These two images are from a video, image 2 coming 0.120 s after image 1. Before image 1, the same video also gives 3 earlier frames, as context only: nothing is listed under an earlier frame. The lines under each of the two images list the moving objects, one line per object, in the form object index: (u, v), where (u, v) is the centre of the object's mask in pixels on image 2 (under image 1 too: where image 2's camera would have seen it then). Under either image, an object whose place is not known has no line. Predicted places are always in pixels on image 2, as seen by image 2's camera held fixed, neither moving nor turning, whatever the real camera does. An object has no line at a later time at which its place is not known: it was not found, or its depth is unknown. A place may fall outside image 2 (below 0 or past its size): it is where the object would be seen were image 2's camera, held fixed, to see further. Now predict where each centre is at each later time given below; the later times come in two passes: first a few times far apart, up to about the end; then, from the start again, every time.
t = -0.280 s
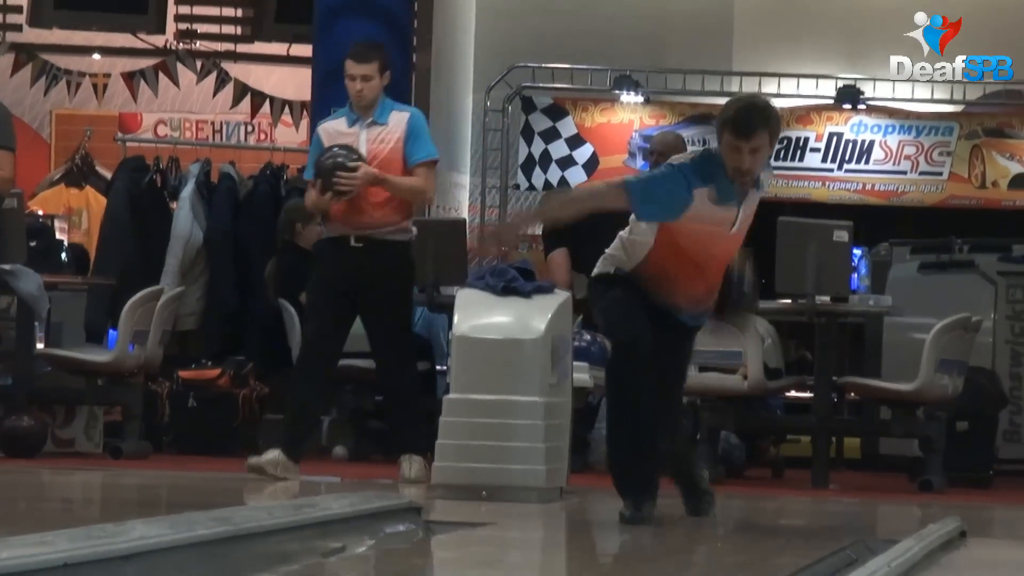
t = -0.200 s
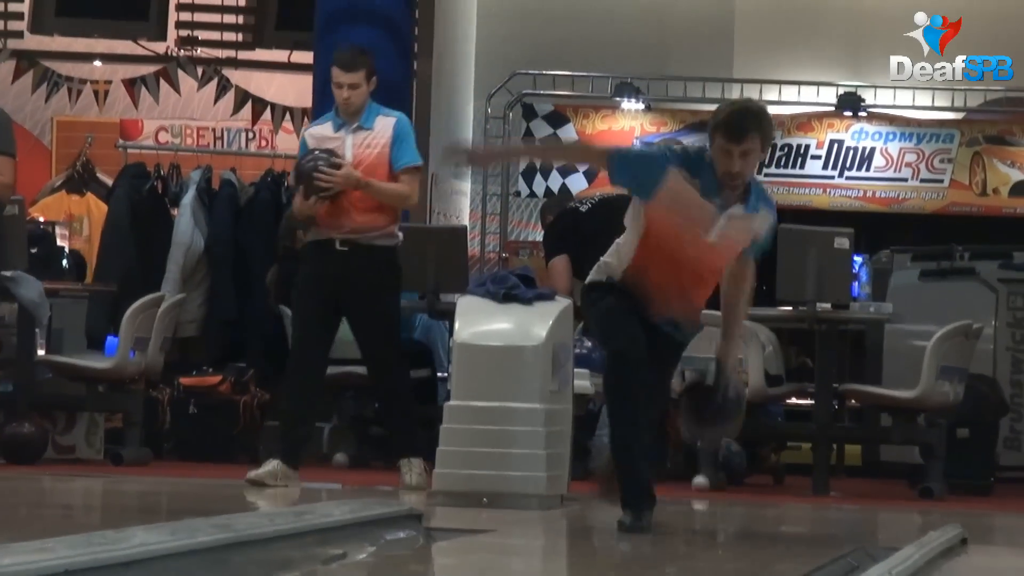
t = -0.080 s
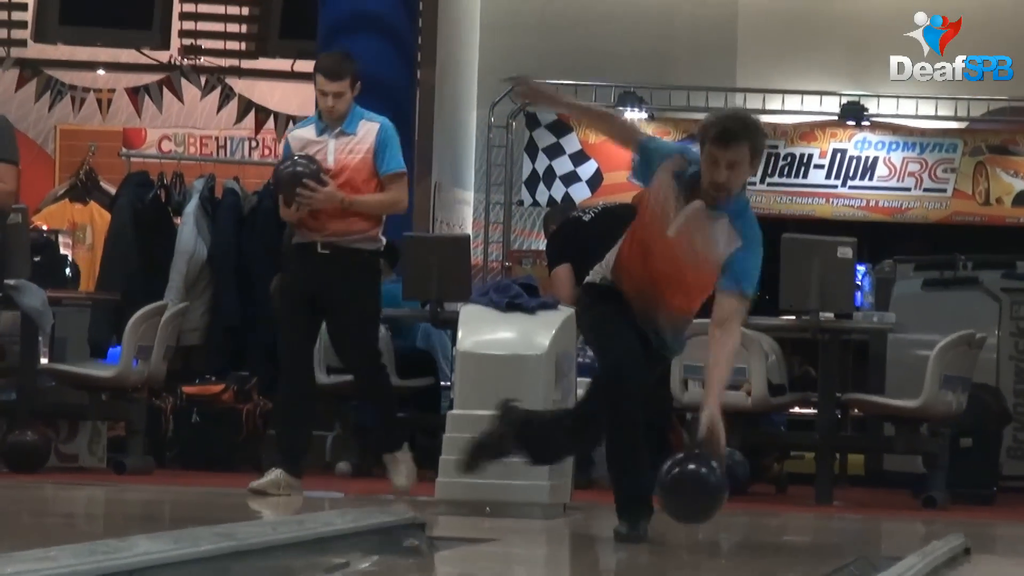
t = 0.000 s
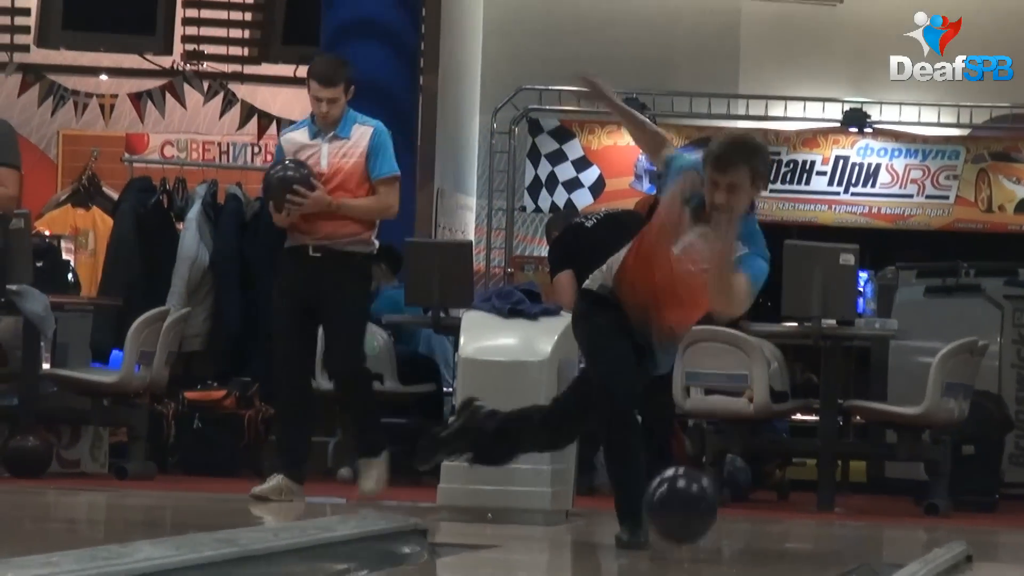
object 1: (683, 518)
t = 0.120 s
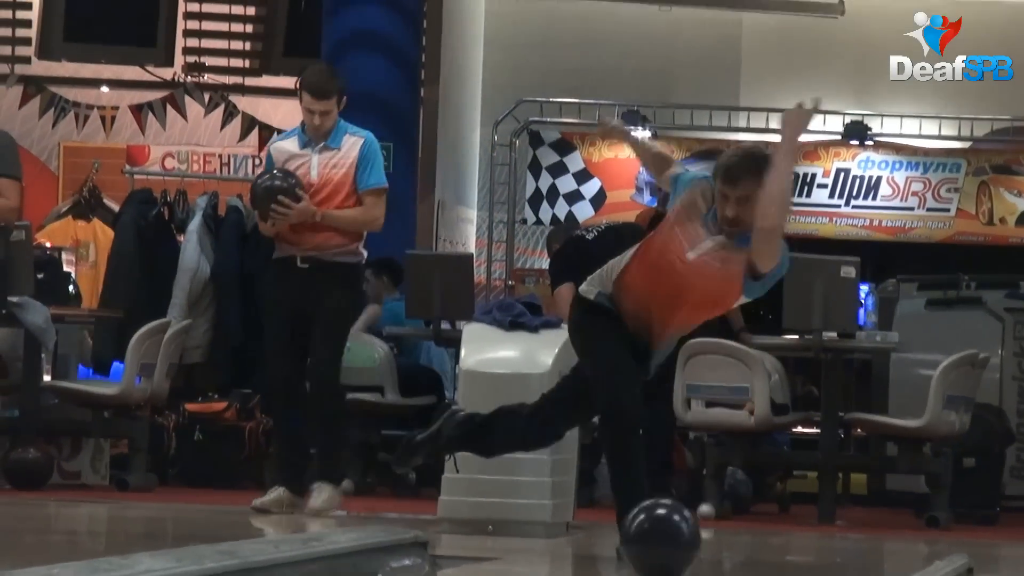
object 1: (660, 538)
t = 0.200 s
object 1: (644, 539)
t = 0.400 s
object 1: (596, 540)
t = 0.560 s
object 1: (546, 541)
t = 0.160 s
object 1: (652, 538)
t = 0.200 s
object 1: (644, 539)
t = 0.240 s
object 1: (635, 539)
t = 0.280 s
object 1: (626, 539)
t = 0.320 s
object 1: (617, 540)
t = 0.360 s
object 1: (606, 540)
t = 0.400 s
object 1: (596, 540)
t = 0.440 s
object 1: (584, 540)
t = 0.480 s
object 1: (571, 540)
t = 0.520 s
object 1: (559, 540)
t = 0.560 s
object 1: (546, 541)
